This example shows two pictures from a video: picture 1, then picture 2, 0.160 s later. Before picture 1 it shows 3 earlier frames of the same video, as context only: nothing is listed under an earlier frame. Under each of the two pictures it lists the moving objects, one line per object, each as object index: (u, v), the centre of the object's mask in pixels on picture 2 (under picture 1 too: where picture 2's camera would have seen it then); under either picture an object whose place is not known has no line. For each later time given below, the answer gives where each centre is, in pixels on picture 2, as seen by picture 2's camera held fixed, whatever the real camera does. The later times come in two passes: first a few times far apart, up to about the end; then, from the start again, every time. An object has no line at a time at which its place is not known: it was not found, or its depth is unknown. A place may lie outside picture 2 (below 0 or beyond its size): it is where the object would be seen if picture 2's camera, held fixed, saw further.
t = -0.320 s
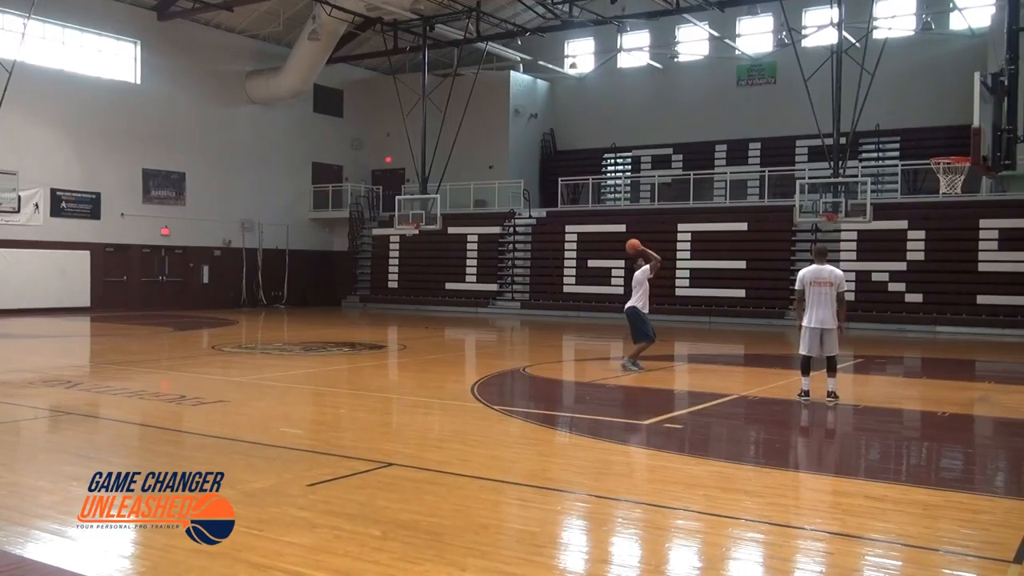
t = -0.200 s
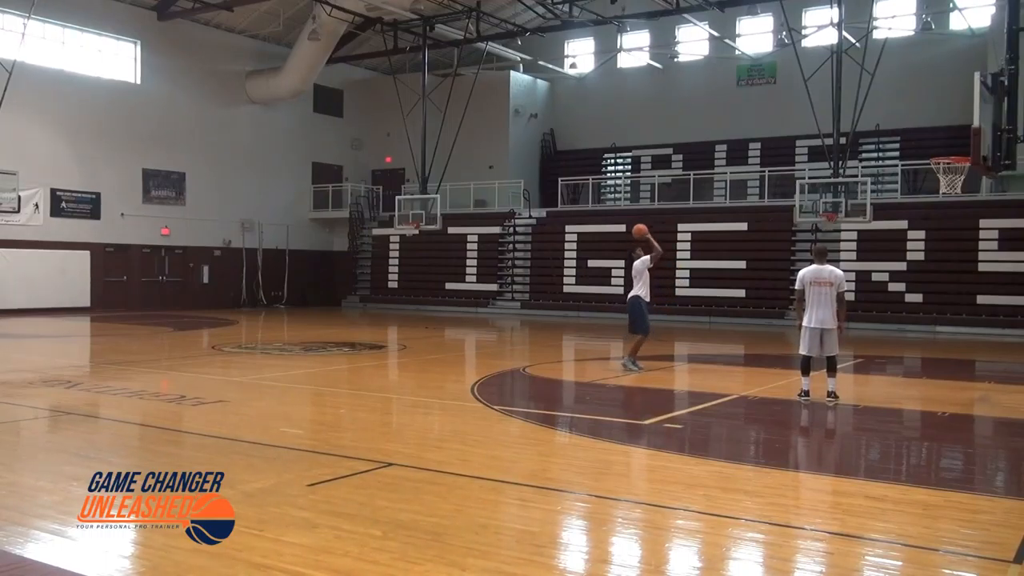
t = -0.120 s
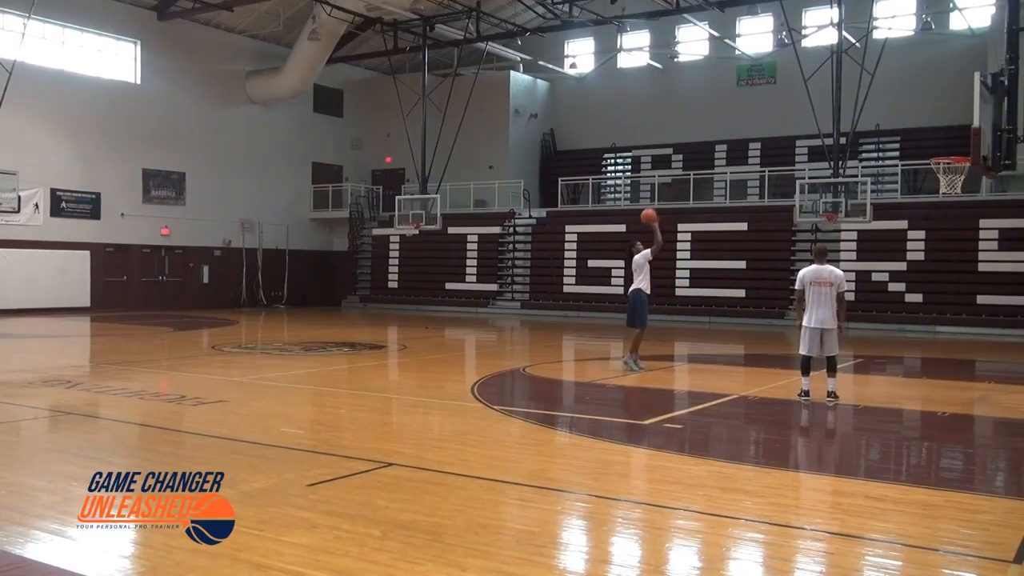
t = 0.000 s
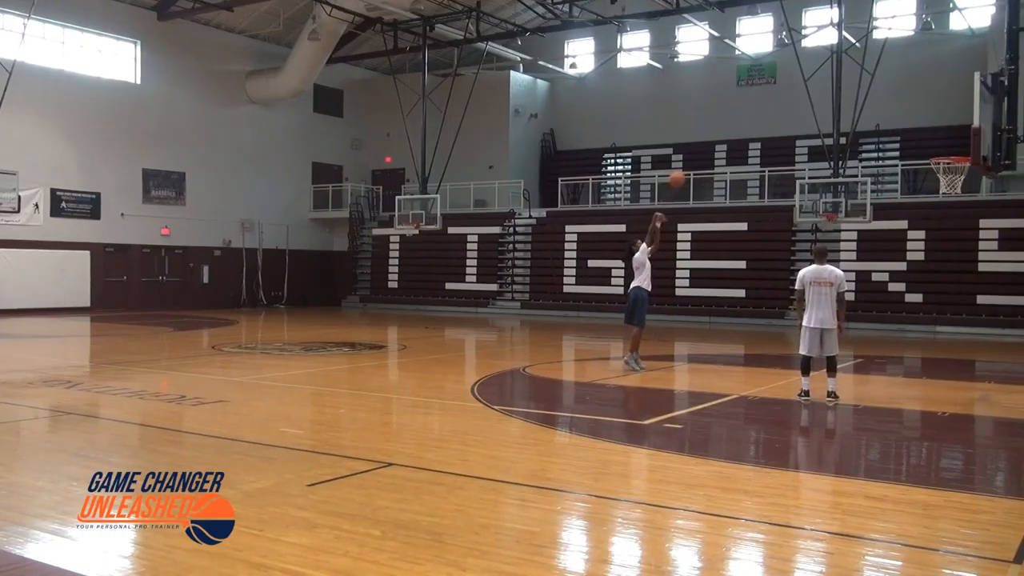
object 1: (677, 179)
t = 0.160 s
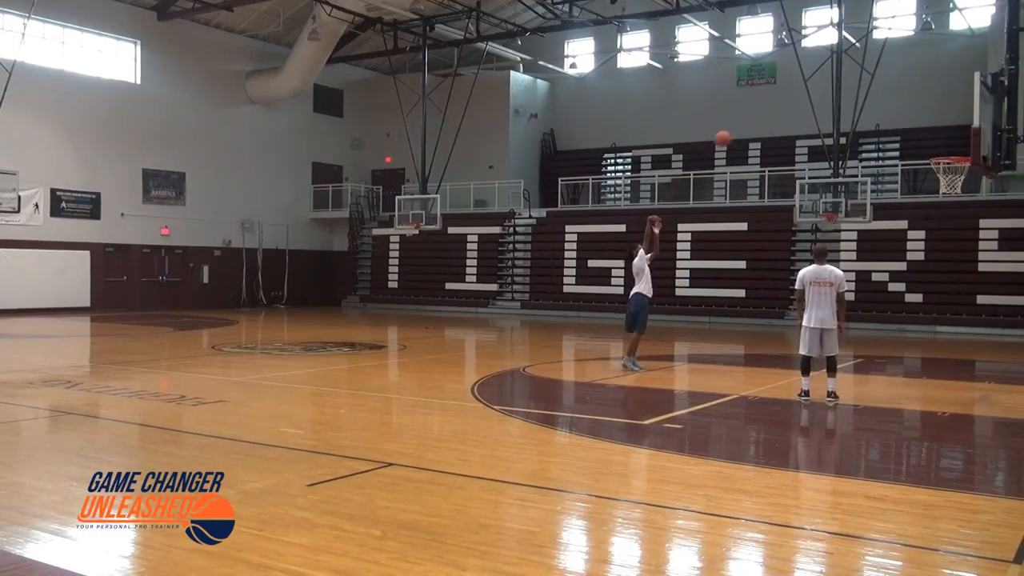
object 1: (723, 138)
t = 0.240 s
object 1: (746, 123)
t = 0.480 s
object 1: (820, 104)
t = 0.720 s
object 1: (898, 125)
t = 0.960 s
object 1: (967, 176)
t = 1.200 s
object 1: (957, 197)
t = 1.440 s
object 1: (943, 257)
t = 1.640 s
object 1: (930, 339)
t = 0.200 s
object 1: (734, 130)
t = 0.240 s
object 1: (746, 123)
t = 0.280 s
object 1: (758, 118)
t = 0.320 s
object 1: (770, 113)
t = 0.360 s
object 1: (782, 109)
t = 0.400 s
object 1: (794, 106)
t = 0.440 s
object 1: (807, 105)
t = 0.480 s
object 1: (820, 104)
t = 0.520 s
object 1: (833, 105)
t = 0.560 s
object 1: (845, 106)
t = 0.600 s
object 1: (859, 109)
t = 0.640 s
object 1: (872, 113)
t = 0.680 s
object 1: (885, 118)
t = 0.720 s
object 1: (898, 125)
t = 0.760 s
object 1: (912, 133)
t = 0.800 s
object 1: (926, 142)
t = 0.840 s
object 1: (940, 150)
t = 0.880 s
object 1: (954, 165)
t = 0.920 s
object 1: (965, 174)
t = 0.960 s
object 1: (967, 176)
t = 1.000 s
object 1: (967, 177)
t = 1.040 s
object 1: (966, 178)
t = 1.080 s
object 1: (964, 179)
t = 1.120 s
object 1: (962, 183)
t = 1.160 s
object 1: (961, 191)
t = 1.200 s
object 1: (957, 197)
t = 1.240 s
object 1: (955, 202)
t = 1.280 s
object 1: (953, 211)
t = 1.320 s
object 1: (951, 220)
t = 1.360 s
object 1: (948, 232)
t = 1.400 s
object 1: (946, 244)
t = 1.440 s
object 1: (943, 257)
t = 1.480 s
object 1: (941, 271)
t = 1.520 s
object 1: (939, 287)
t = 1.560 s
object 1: (936, 304)
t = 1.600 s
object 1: (934, 321)
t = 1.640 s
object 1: (930, 339)
